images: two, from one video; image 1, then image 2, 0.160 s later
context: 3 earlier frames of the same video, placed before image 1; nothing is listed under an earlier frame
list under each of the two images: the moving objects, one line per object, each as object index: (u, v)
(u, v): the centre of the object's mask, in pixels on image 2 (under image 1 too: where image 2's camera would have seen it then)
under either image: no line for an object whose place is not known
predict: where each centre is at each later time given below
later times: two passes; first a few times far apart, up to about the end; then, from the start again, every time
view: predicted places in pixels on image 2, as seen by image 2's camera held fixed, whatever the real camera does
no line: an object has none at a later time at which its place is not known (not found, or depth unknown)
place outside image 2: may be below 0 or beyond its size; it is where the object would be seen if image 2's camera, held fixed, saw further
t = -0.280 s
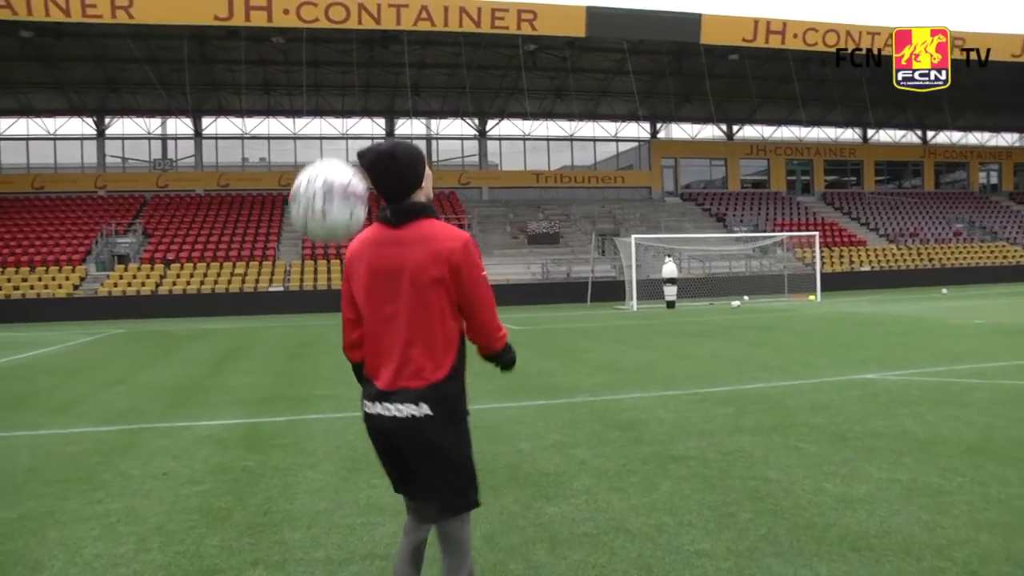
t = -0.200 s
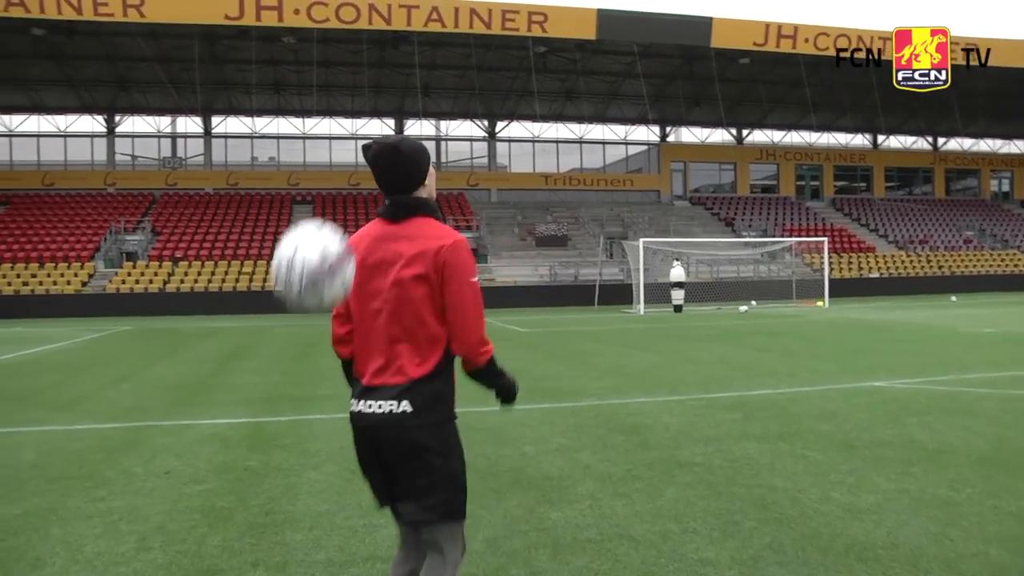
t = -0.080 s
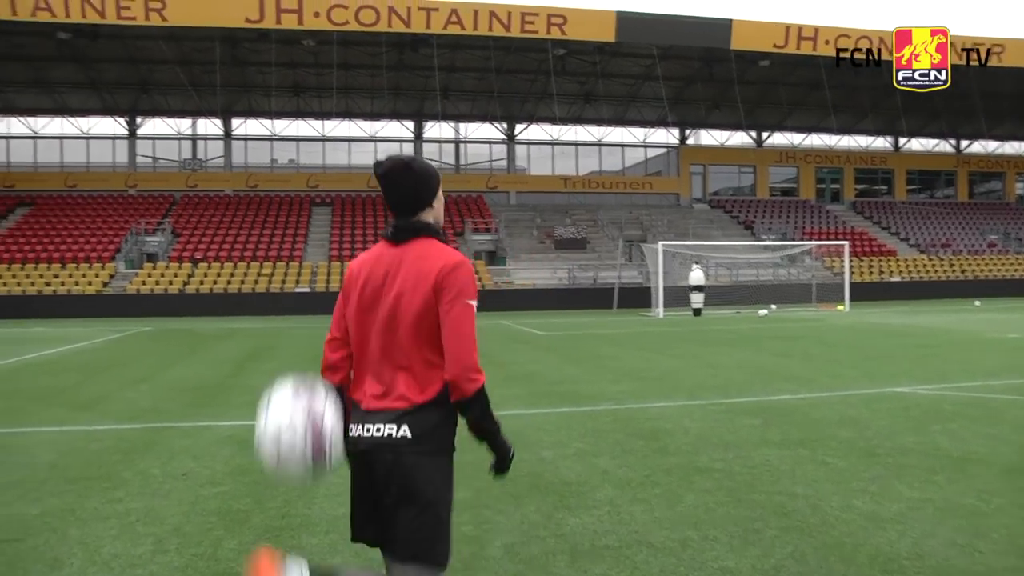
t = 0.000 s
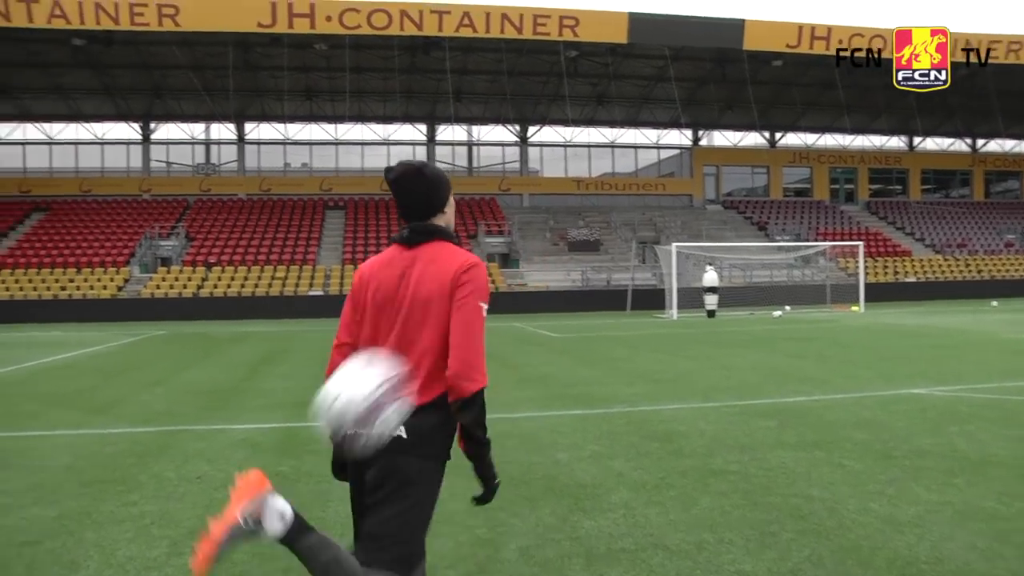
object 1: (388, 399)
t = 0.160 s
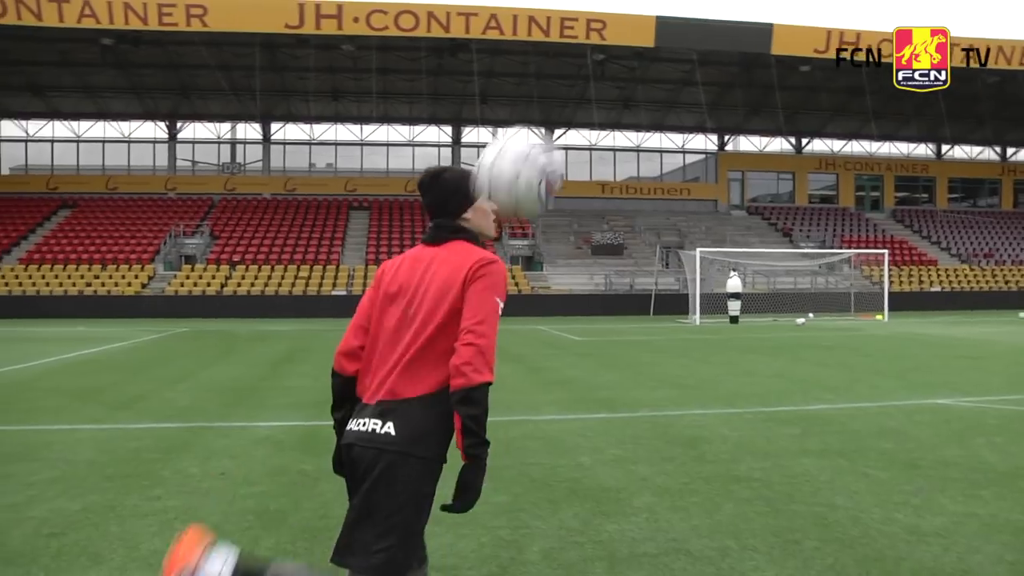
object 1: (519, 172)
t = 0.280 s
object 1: (590, 65)
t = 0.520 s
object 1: (728, 23)
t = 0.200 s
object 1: (545, 126)
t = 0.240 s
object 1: (568, 91)
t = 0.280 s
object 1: (590, 65)
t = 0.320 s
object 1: (614, 44)
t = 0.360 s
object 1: (638, 30)
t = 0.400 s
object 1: (663, 24)
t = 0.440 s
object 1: (685, 21)
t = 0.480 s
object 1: (707, 22)
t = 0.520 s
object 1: (728, 23)
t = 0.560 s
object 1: (750, 28)
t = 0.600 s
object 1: (770, 40)
